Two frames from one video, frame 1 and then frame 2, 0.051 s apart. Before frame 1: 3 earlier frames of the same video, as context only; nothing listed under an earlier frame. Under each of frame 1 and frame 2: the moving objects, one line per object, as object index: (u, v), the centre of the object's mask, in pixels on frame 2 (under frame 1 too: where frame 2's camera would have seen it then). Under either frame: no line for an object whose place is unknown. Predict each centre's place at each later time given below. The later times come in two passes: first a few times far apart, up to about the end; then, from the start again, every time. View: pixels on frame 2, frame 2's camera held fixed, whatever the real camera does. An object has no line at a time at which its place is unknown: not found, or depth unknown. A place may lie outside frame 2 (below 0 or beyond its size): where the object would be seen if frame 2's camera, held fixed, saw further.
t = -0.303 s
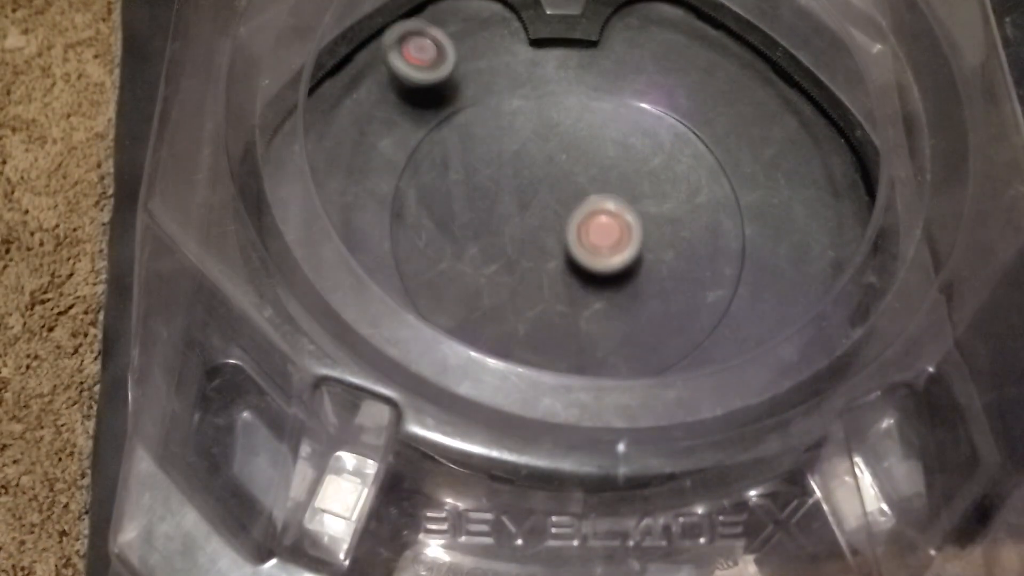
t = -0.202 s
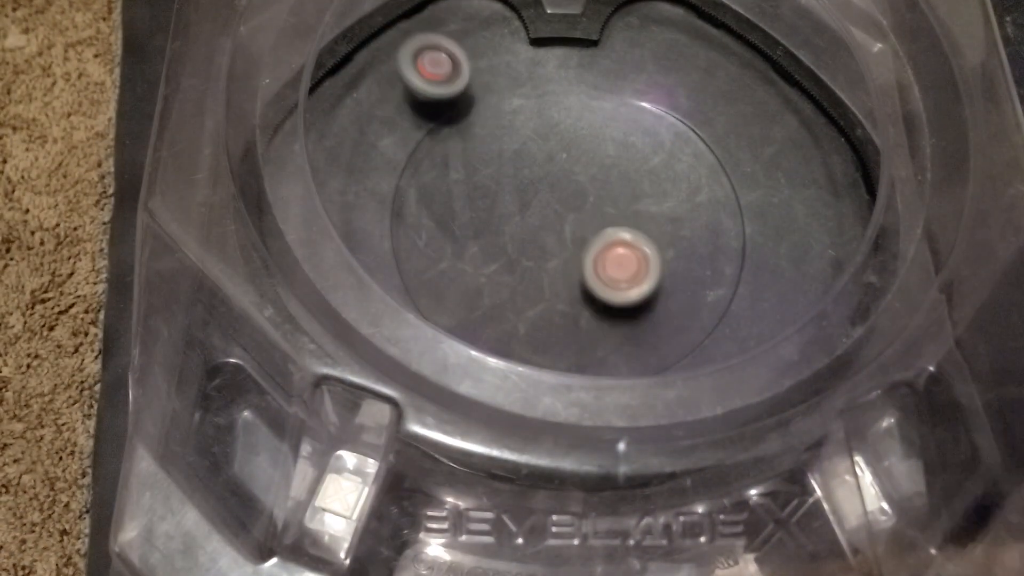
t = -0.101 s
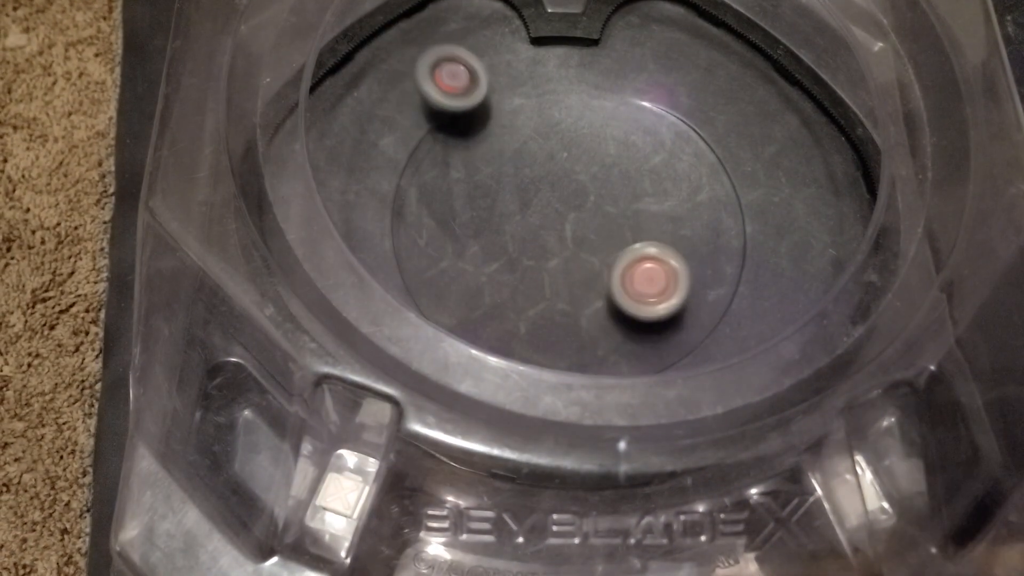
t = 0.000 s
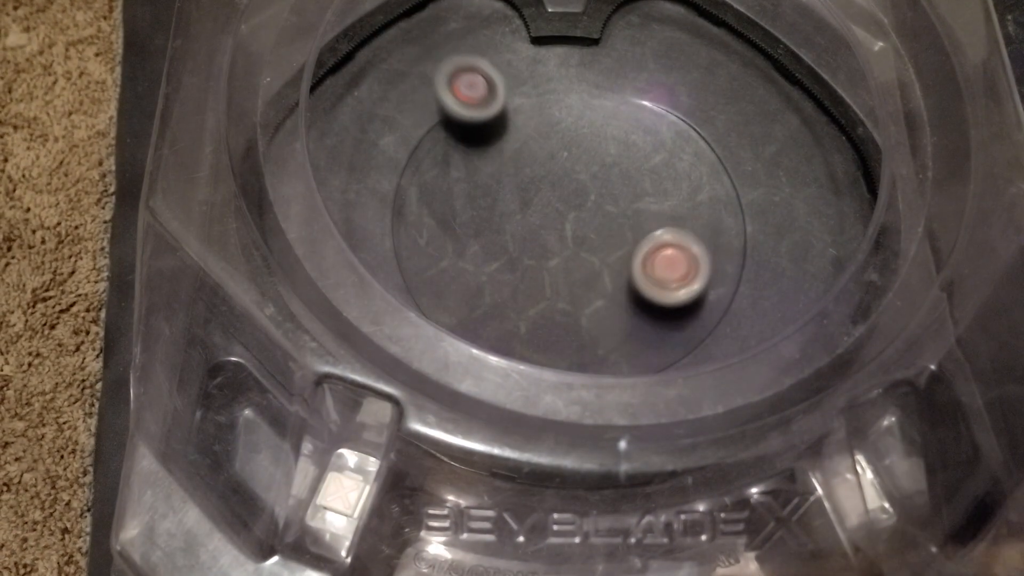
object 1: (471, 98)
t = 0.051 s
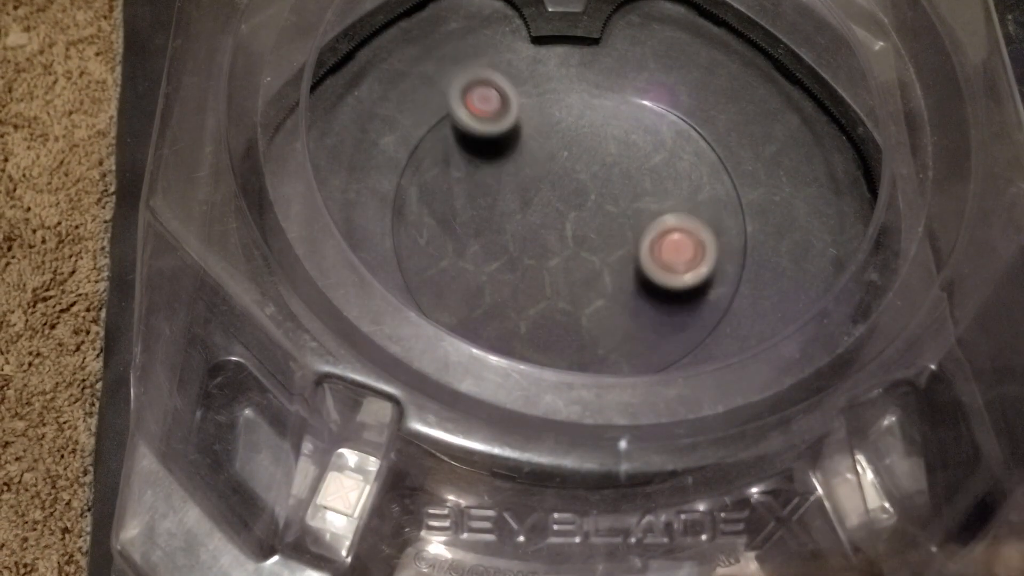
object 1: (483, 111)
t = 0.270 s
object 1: (551, 185)
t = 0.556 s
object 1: (586, 163)
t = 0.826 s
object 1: (902, 143)
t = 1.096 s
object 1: (710, 93)
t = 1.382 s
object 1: (744, 331)
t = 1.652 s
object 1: (602, 355)
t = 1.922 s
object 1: (803, 109)
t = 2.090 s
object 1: (686, 29)
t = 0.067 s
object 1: (489, 117)
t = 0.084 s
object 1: (492, 122)
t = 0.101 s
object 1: (497, 125)
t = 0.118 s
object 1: (502, 128)
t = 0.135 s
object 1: (507, 133)
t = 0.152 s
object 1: (513, 141)
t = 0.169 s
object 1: (518, 148)
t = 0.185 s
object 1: (523, 154)
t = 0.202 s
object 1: (529, 162)
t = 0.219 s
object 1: (534, 168)
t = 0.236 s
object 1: (540, 174)
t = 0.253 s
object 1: (546, 180)
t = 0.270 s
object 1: (551, 185)
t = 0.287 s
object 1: (558, 190)
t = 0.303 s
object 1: (563, 195)
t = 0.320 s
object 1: (499, 177)
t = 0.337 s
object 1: (402, 141)
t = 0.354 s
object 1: (319, 109)
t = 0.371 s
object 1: (257, 86)
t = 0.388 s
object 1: (236, 72)
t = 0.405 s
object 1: (259, 71)
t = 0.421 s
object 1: (295, 76)
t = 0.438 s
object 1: (336, 97)
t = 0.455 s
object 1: (374, 107)
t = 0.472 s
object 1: (407, 119)
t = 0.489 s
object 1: (439, 125)
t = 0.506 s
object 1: (476, 141)
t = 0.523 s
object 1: (509, 145)
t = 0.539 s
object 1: (549, 158)
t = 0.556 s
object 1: (586, 163)
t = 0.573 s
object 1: (622, 165)
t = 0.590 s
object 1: (656, 168)
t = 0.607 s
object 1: (692, 173)
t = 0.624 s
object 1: (728, 174)
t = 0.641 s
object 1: (763, 175)
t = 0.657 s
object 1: (790, 180)
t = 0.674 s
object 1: (814, 184)
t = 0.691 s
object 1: (838, 191)
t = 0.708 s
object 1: (862, 191)
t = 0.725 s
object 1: (892, 199)
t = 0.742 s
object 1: (905, 198)
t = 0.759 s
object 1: (909, 184)
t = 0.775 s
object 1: (910, 170)
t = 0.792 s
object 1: (910, 158)
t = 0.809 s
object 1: (907, 150)
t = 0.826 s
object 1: (902, 143)
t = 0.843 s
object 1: (897, 141)
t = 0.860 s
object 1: (889, 141)
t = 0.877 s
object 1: (876, 143)
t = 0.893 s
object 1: (859, 151)
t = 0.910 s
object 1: (850, 152)
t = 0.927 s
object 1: (840, 145)
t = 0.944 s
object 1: (825, 143)
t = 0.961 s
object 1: (813, 137)
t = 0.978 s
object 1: (799, 130)
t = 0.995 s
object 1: (787, 123)
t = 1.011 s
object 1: (776, 117)
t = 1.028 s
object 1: (761, 115)
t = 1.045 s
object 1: (747, 111)
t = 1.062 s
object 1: (736, 104)
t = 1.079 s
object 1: (723, 98)
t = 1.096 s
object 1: (710, 93)
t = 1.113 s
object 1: (699, 82)
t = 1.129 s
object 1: (685, 77)
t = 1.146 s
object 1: (671, 75)
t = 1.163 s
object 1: (658, 69)
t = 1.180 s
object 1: (644, 62)
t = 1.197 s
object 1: (636, 61)
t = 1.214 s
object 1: (647, 83)
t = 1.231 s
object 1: (663, 103)
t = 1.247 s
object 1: (676, 131)
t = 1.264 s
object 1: (689, 164)
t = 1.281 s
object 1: (700, 196)
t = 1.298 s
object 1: (711, 217)
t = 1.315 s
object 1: (722, 245)
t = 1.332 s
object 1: (733, 270)
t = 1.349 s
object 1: (742, 294)
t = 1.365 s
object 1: (744, 311)
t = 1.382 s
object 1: (744, 331)
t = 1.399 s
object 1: (742, 351)
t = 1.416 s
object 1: (739, 372)
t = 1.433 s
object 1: (737, 391)
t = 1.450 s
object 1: (737, 402)
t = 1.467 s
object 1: (736, 411)
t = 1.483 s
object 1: (733, 422)
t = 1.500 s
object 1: (728, 439)
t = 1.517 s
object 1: (719, 442)
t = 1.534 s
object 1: (698, 428)
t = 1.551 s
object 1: (680, 425)
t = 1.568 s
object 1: (666, 424)
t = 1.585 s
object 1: (649, 404)
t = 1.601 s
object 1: (635, 389)
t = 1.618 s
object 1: (625, 380)
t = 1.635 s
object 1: (613, 369)
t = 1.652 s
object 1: (602, 355)
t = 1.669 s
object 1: (590, 337)
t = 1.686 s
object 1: (581, 326)
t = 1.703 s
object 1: (604, 309)
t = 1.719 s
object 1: (634, 295)
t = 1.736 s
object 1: (665, 275)
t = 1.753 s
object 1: (695, 257)
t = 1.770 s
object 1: (723, 240)
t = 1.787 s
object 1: (753, 216)
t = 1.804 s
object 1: (780, 196)
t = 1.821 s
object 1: (804, 178)
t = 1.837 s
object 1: (829, 162)
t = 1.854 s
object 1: (844, 148)
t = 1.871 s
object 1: (850, 133)
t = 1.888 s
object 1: (839, 124)
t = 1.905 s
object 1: (824, 115)
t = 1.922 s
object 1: (803, 109)
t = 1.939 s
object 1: (784, 106)
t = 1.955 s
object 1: (762, 107)
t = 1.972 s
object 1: (738, 110)
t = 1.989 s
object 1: (716, 115)
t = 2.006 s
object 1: (694, 124)
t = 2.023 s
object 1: (667, 128)
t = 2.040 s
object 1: (646, 127)
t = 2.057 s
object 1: (658, 40)
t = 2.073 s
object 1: (669, 17)
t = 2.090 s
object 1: (686, 29)
